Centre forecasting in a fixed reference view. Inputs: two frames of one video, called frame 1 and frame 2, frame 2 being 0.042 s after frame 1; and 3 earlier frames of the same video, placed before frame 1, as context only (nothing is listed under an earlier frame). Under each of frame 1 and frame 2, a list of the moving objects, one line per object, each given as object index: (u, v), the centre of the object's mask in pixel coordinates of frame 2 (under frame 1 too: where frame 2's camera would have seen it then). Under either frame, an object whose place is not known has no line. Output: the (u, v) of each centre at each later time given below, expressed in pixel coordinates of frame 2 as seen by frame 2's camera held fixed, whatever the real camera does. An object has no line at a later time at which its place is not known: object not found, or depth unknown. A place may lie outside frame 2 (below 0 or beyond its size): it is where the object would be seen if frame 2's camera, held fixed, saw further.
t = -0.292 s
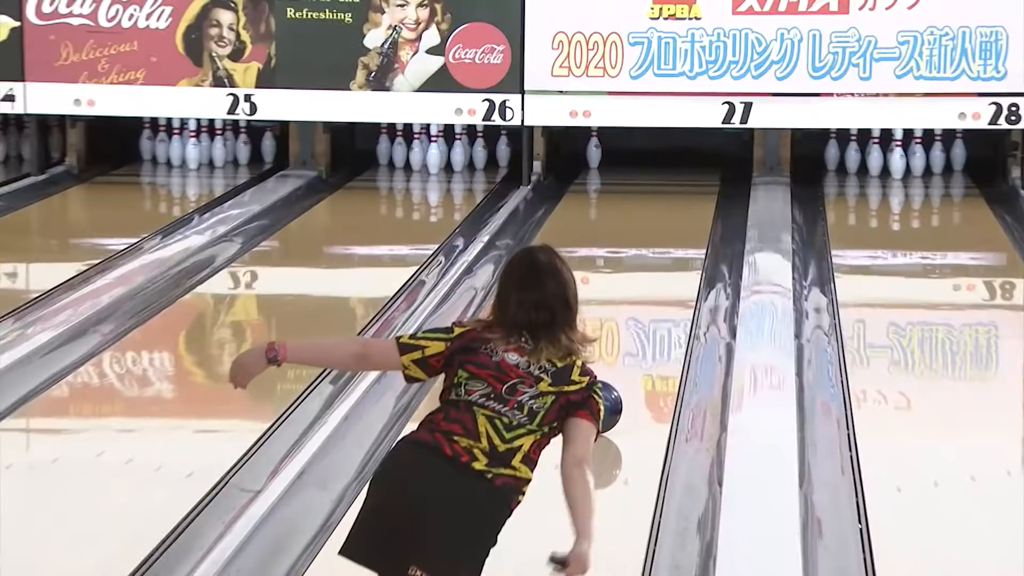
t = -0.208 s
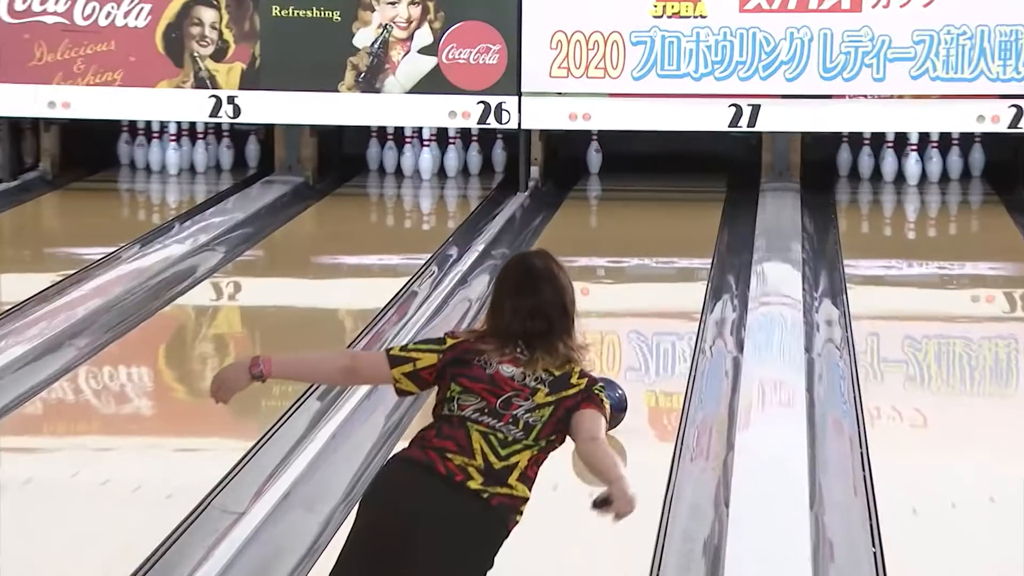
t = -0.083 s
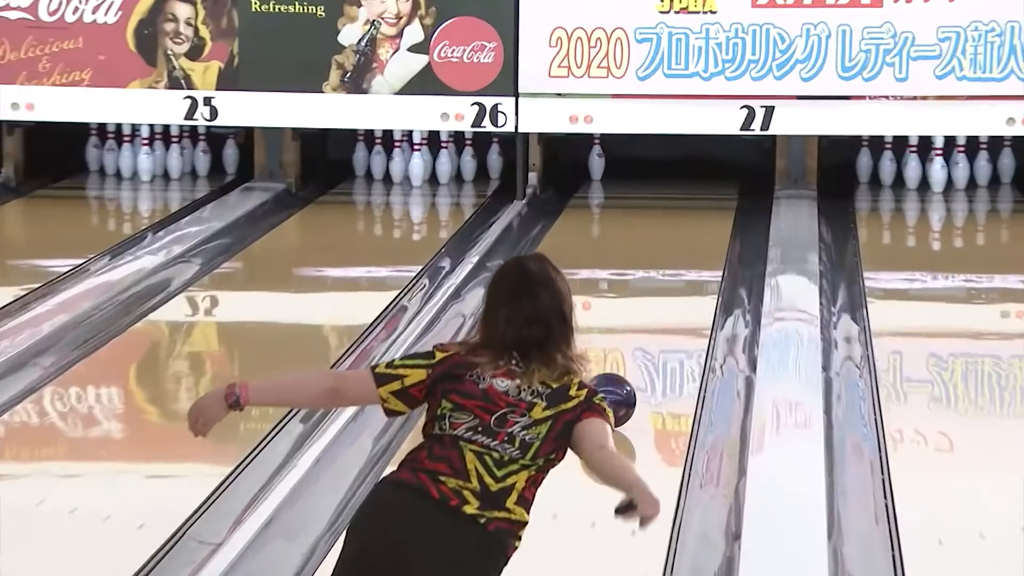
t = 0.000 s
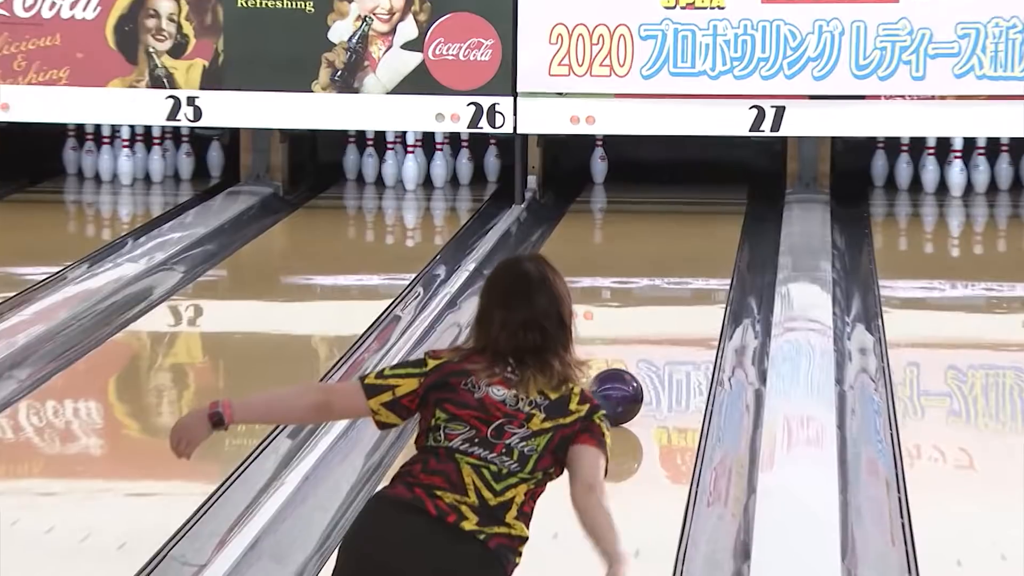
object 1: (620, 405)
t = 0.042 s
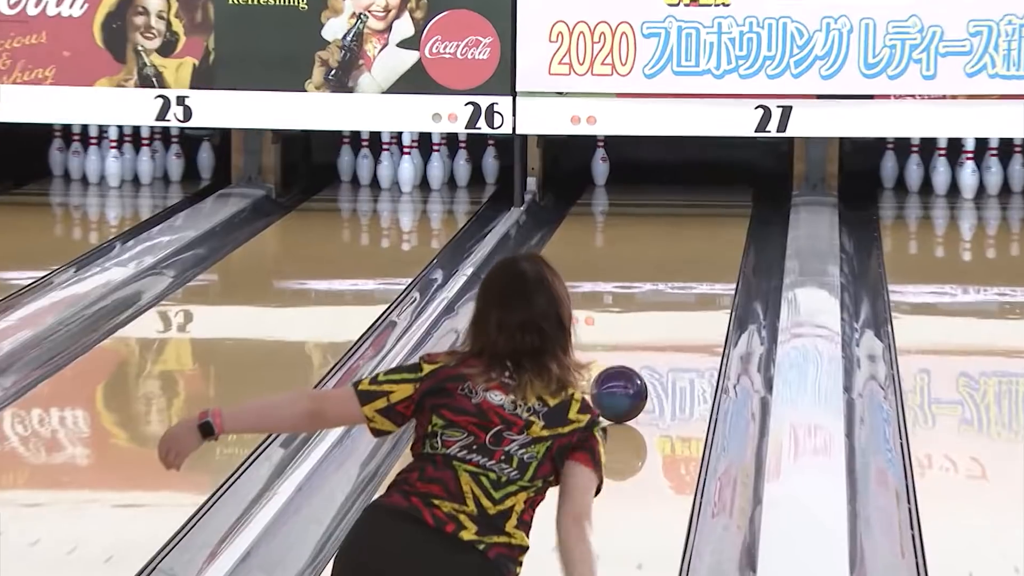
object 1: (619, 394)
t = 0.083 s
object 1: (620, 386)
